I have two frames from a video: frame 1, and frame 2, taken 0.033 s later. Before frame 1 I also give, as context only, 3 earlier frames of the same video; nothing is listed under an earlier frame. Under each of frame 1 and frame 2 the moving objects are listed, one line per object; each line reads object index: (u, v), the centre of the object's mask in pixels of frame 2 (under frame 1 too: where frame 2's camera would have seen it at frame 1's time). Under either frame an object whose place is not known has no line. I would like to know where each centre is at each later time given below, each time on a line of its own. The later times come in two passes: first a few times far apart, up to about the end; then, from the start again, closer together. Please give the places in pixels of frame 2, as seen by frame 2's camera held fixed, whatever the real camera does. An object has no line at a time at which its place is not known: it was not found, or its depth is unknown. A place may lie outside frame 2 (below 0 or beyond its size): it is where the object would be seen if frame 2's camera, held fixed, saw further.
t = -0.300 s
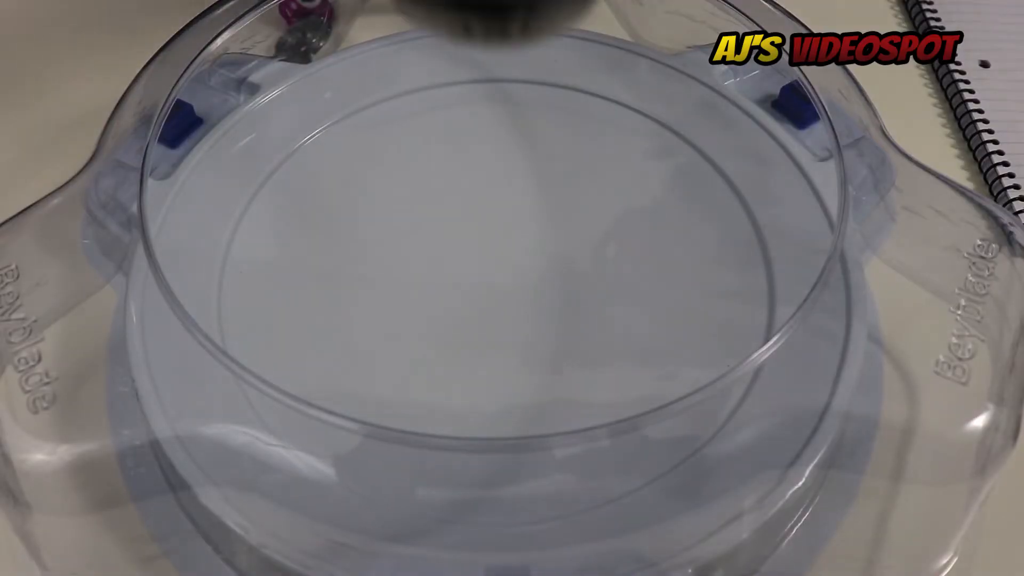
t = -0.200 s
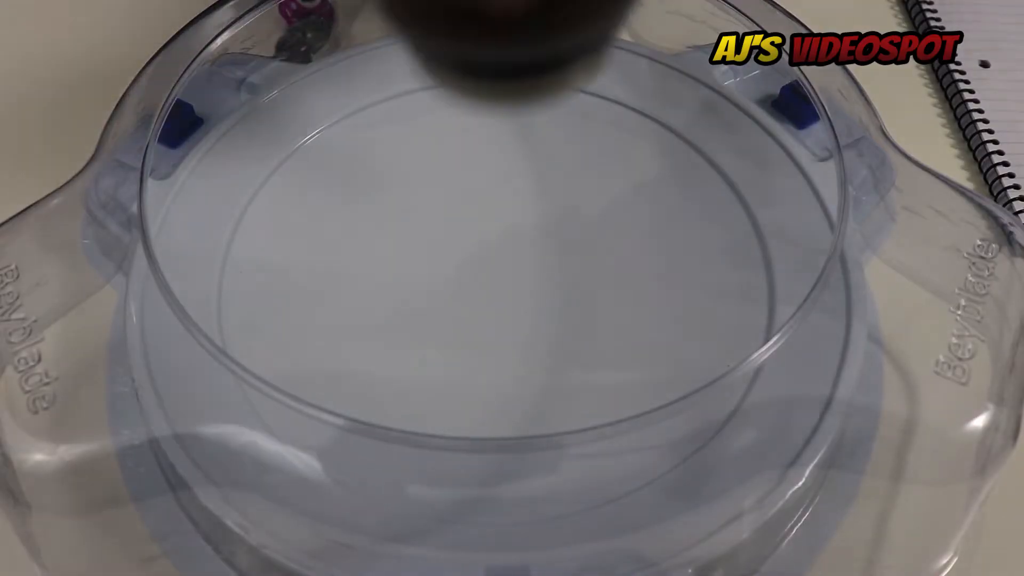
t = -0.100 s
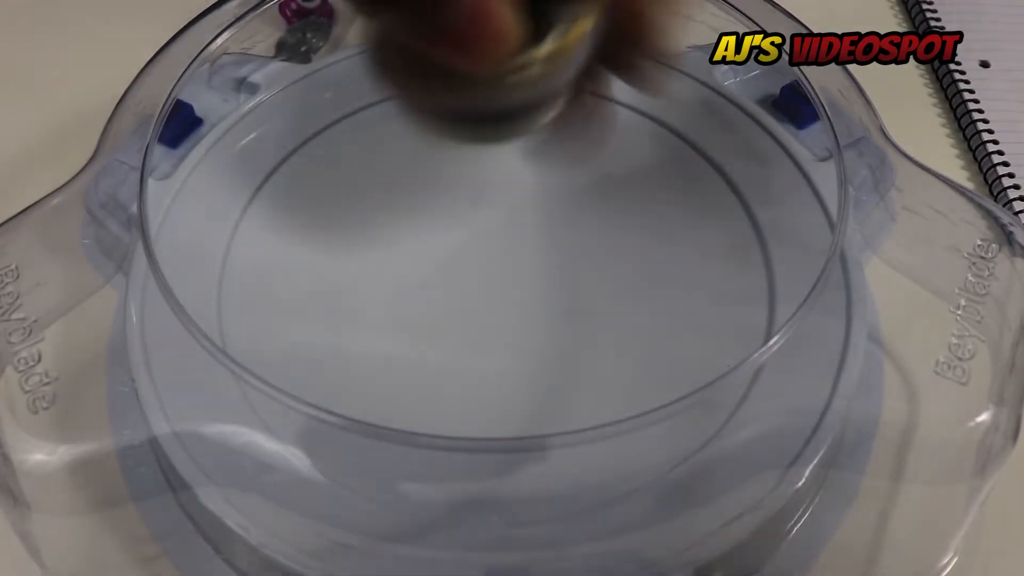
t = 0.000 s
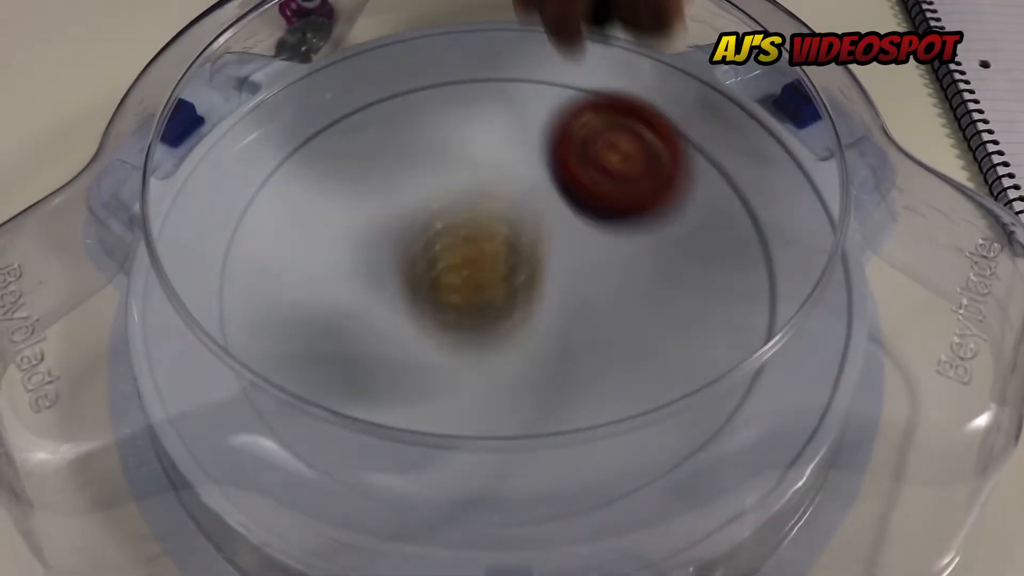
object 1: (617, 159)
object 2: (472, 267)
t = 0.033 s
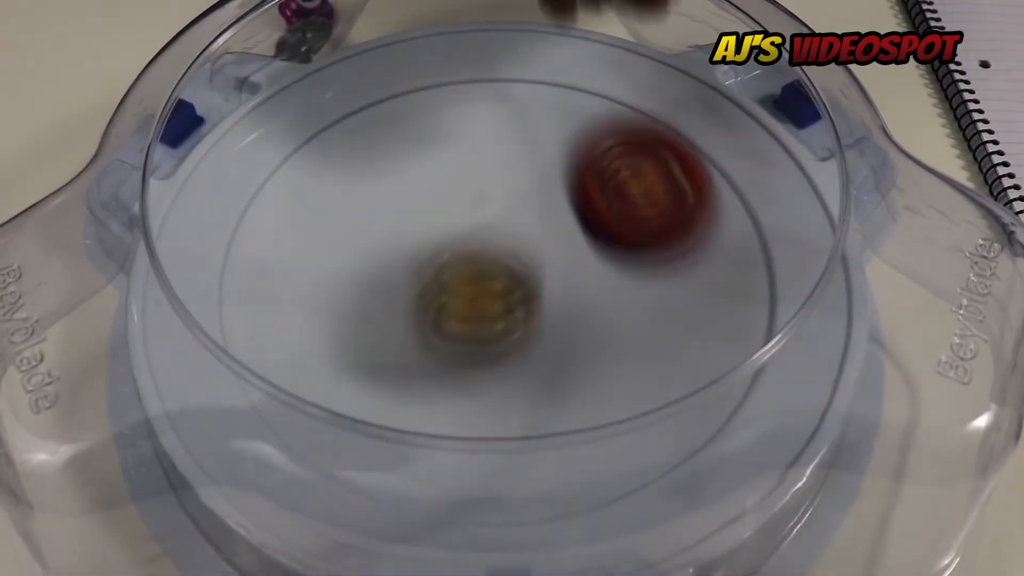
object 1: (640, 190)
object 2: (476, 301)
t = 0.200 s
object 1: (683, 356)
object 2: (505, 108)
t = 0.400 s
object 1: (574, 413)
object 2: (516, 87)
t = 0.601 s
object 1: (454, 264)
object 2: (512, 166)
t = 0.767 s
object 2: (648, 101)
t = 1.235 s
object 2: (596, 145)
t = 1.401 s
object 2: (604, 84)
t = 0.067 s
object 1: (662, 242)
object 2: (481, 226)
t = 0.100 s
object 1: (680, 319)
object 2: (487, 168)
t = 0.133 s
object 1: (688, 350)
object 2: (493, 131)
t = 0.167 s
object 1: (688, 345)
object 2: (499, 108)
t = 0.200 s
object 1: (683, 356)
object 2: (505, 108)
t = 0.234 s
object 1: (675, 385)
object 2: (510, 122)
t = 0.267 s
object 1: (658, 433)
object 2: (513, 91)
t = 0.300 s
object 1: (641, 419)
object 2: (513, 73)
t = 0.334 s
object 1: (621, 404)
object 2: (514, 61)
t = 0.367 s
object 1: (598, 403)
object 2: (515, 72)
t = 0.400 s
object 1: (574, 413)
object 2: (516, 87)
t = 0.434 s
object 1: (550, 378)
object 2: (514, 81)
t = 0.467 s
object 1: (530, 357)
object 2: (512, 90)
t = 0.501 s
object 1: (512, 345)
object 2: (510, 120)
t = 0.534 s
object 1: (496, 306)
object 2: (507, 130)
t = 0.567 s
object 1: (483, 274)
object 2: (503, 152)
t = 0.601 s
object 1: (454, 264)
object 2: (512, 166)
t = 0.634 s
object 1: (360, 309)
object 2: (560, 118)
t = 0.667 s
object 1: (286, 330)
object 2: (613, 72)
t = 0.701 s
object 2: (659, 48)
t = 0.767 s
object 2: (648, 101)
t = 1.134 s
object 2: (725, 127)
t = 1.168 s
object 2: (686, 131)
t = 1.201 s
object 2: (640, 137)
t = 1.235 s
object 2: (596, 145)
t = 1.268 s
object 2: (552, 156)
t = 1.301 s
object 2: (508, 163)
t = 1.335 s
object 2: (473, 174)
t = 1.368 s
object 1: (290, 243)
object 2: (538, 138)
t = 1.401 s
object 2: (604, 84)
